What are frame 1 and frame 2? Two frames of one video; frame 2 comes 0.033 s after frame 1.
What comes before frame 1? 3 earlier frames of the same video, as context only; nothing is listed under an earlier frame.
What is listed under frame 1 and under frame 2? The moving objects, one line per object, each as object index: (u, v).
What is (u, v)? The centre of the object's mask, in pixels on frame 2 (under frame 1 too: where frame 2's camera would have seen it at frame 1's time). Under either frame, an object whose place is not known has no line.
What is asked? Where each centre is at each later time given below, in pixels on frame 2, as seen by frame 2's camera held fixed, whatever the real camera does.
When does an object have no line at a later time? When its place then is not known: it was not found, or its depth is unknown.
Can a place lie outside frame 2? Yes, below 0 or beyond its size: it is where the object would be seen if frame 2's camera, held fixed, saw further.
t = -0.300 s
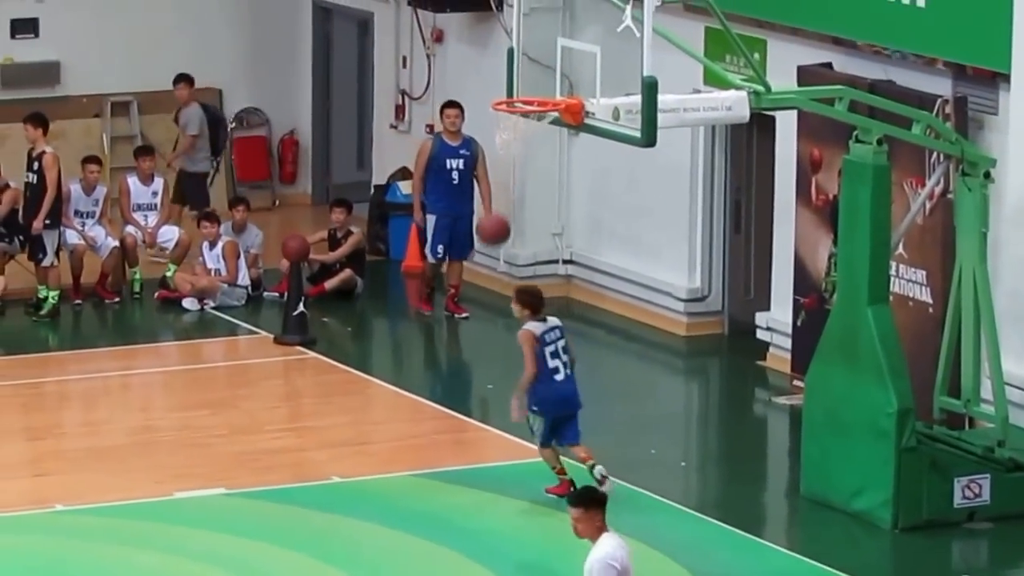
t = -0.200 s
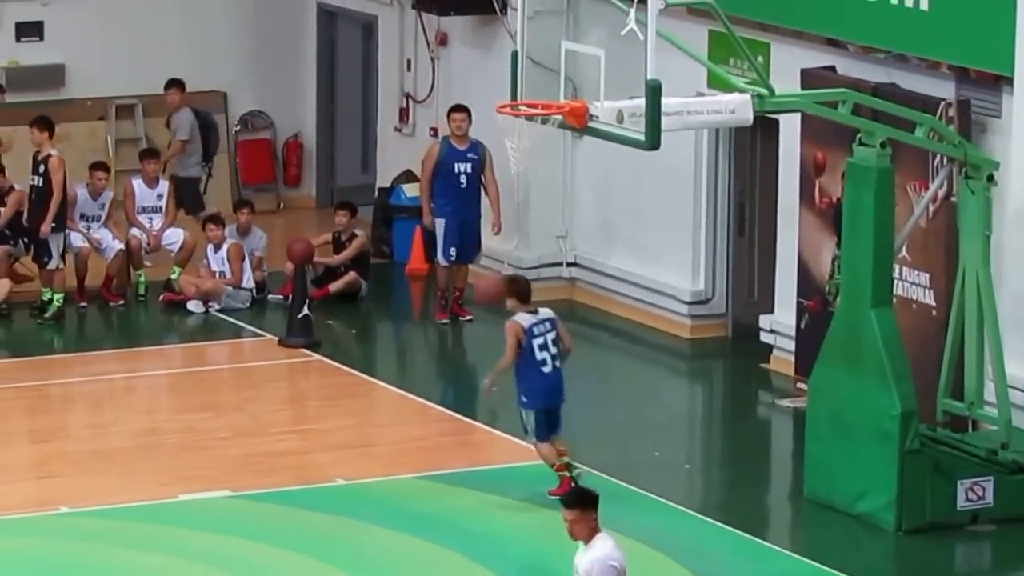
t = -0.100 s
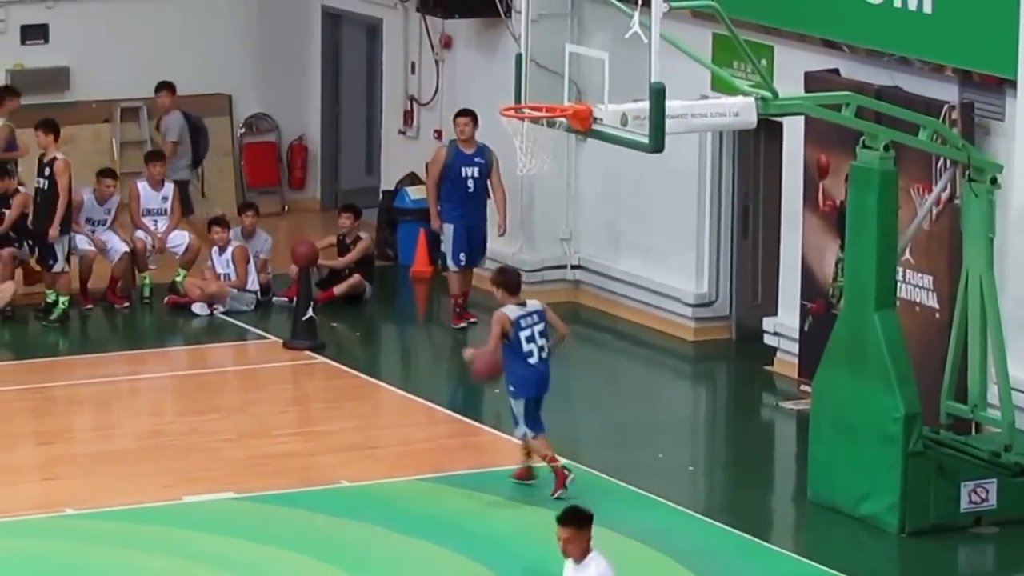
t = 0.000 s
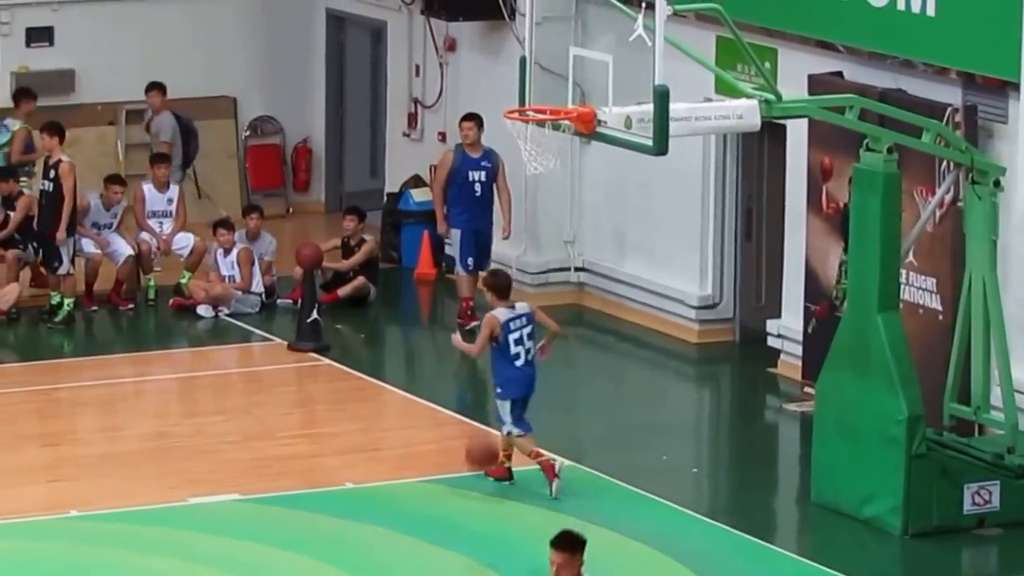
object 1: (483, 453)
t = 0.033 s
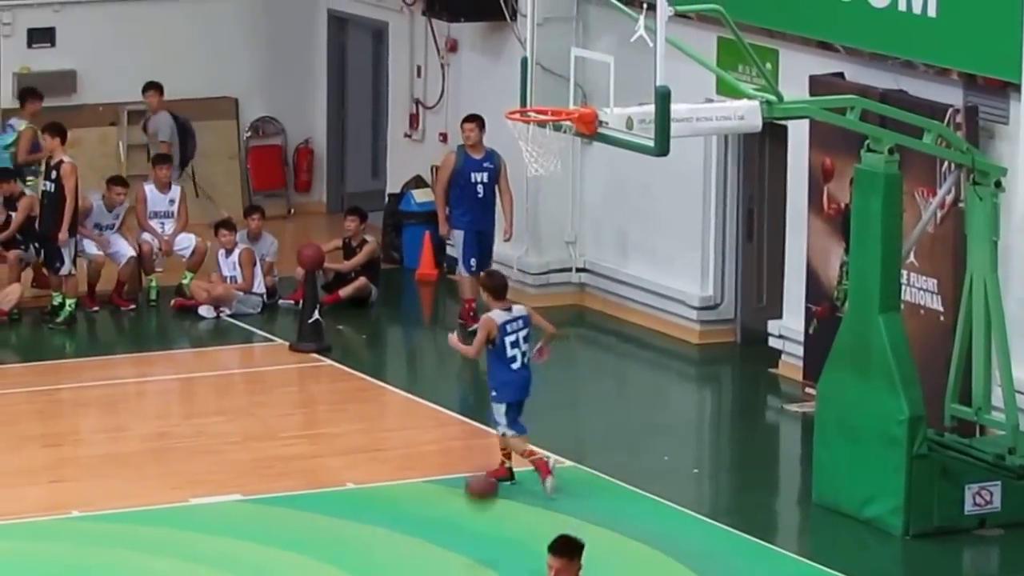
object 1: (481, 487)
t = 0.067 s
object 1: (479, 520)
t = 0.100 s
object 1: (479, 537)
